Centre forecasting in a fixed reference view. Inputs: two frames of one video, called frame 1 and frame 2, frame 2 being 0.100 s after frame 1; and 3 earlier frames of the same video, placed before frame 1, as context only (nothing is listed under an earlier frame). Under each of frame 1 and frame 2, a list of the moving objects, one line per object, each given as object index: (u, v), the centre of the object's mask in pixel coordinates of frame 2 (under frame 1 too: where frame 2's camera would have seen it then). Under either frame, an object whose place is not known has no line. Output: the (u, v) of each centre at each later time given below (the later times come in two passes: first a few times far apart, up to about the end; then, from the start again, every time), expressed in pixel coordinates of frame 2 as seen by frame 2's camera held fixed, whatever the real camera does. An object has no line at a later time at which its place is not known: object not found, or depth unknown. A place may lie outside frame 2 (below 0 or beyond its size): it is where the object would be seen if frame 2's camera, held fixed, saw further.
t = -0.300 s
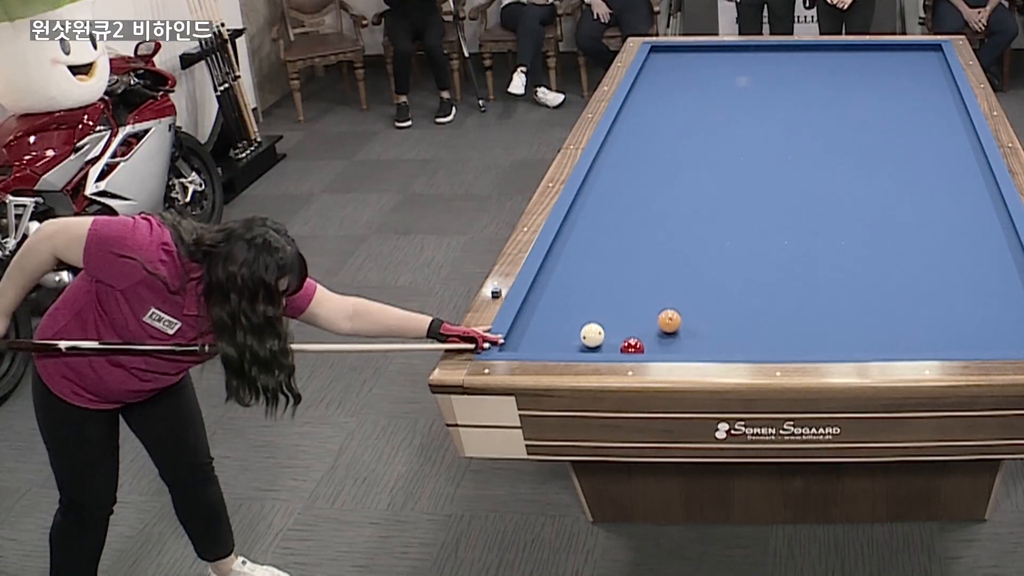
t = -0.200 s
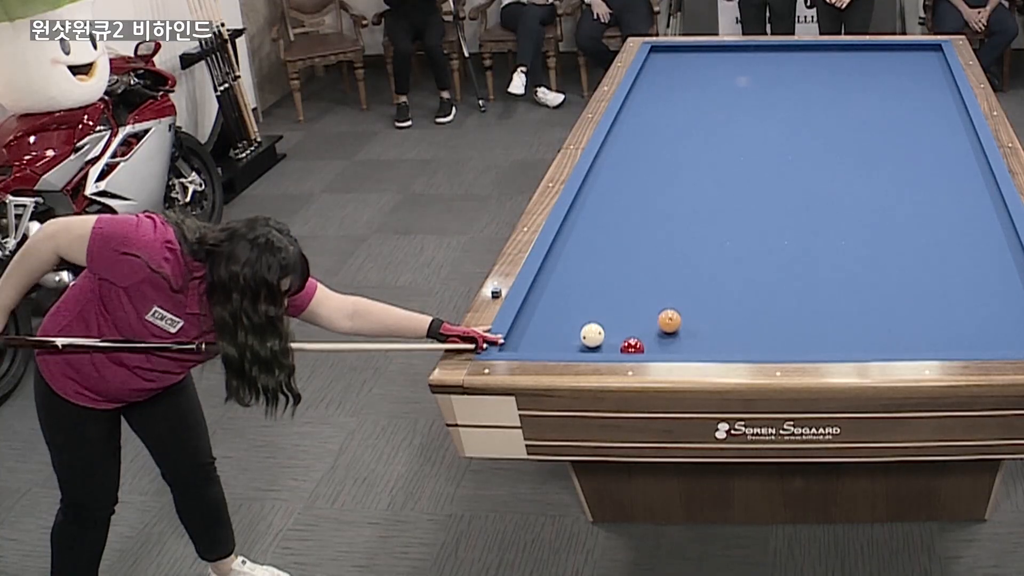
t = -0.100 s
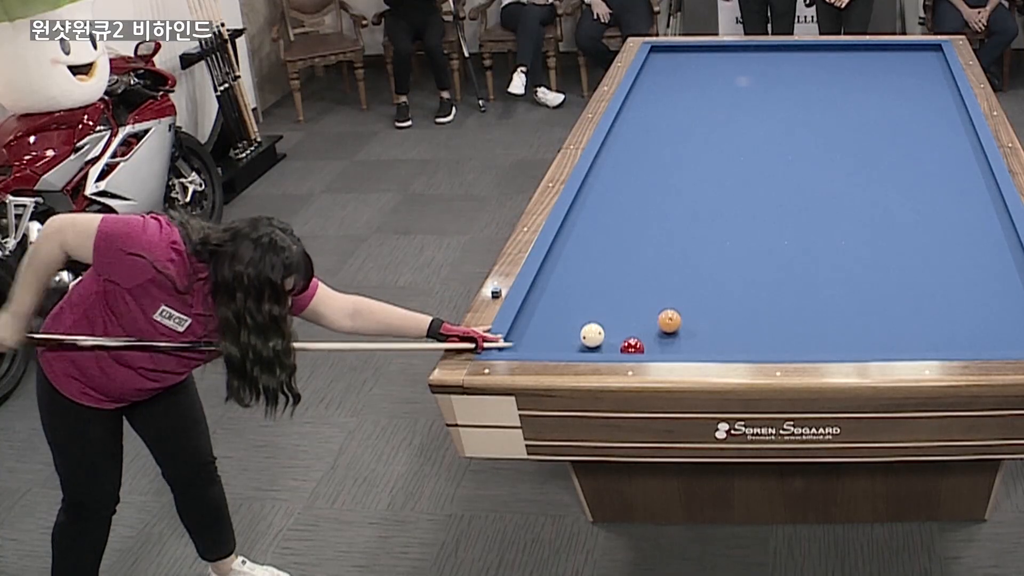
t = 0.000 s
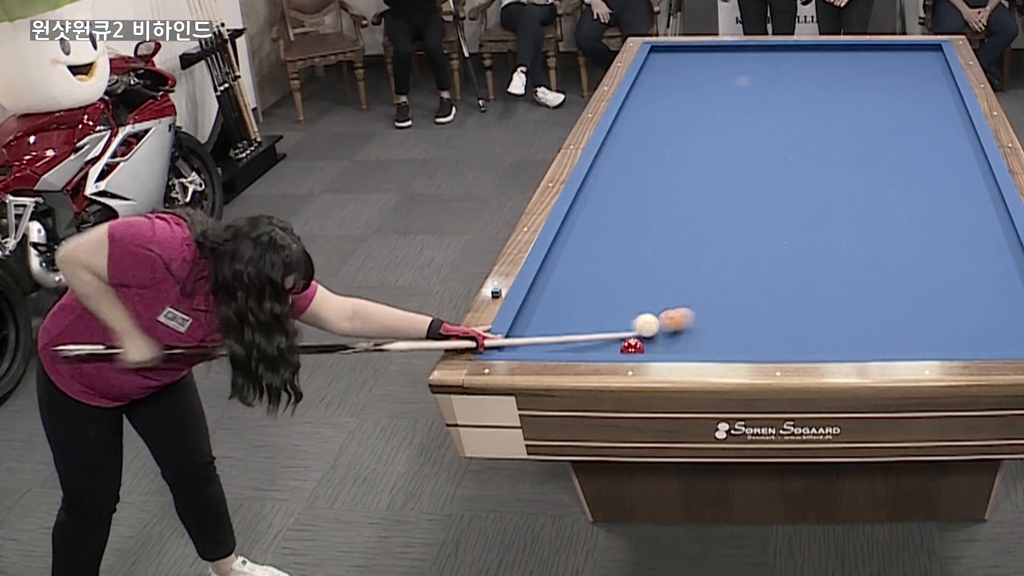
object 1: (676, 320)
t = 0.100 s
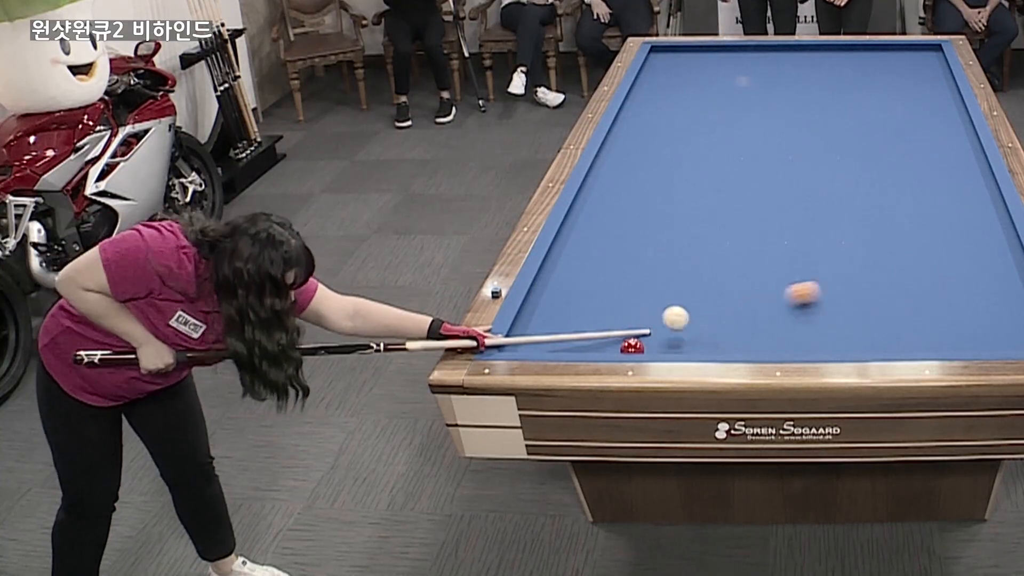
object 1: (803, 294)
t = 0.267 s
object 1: (982, 254)
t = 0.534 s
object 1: (841, 226)
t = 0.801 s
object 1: (687, 206)
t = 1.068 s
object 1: (604, 191)
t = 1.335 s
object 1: (694, 187)
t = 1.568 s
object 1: (752, 182)
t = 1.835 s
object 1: (816, 177)
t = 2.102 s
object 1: (878, 172)
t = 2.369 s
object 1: (937, 168)
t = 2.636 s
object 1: (971, 163)
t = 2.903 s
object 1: (936, 161)
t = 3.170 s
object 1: (904, 159)
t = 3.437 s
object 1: (873, 156)
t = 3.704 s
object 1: (842, 154)
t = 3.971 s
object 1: (813, 153)
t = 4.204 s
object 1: (789, 150)
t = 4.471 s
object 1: (763, 148)
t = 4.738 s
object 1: (737, 146)
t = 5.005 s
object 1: (713, 144)
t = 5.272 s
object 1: (690, 142)
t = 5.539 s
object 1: (668, 141)
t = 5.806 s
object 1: (647, 139)
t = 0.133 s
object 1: (842, 285)
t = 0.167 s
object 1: (880, 277)
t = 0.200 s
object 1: (916, 269)
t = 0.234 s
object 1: (950, 261)
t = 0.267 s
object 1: (982, 254)
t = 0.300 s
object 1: (1012, 247)
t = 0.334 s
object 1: (991, 243)
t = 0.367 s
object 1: (964, 241)
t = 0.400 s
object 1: (938, 238)
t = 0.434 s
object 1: (913, 234)
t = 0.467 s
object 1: (888, 232)
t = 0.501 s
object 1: (864, 229)
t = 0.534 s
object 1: (841, 226)
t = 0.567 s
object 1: (820, 224)
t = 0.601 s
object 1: (798, 221)
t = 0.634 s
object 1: (778, 219)
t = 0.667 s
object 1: (757, 216)
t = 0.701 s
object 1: (739, 213)
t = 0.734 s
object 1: (721, 211)
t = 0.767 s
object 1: (704, 209)
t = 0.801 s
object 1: (687, 206)
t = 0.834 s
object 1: (670, 204)
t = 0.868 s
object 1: (655, 202)
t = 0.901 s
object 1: (639, 199)
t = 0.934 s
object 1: (623, 197)
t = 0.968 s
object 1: (608, 195)
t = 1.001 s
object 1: (592, 193)
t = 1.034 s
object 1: (590, 191)
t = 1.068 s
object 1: (604, 191)
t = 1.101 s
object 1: (617, 190)
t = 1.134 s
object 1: (629, 190)
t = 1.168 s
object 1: (642, 189)
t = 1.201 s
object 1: (653, 189)
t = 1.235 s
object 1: (664, 188)
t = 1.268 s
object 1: (675, 188)
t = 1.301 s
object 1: (685, 187)
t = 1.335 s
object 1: (694, 187)
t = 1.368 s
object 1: (703, 186)
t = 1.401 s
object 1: (711, 185)
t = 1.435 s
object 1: (719, 185)
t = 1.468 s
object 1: (727, 184)
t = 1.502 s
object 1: (736, 183)
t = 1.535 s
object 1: (744, 183)
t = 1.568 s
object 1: (752, 182)
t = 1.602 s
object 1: (760, 181)
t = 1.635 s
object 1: (768, 181)
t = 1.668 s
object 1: (776, 180)
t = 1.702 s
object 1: (784, 180)
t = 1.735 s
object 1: (793, 179)
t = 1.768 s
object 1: (800, 178)
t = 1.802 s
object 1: (808, 178)
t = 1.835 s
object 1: (816, 177)
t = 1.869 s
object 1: (824, 176)
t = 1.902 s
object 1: (832, 176)
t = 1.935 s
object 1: (840, 175)
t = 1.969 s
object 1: (847, 175)
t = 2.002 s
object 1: (855, 174)
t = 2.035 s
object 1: (863, 174)
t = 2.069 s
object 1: (871, 173)
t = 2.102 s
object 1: (878, 172)
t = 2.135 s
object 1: (885, 172)
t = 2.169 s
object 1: (893, 171)
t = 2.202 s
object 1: (900, 170)
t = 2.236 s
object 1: (908, 170)
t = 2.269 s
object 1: (915, 169)
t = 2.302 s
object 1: (923, 169)
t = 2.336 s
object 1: (930, 168)
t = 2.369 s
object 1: (937, 168)
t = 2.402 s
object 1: (944, 167)
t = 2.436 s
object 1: (952, 166)
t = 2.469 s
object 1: (959, 166)
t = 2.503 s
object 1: (966, 165)
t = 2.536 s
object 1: (973, 165)
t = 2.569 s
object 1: (980, 164)
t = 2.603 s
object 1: (978, 164)
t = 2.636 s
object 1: (971, 163)
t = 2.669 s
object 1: (966, 163)
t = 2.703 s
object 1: (961, 163)
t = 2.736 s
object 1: (956, 162)
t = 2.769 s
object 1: (952, 162)
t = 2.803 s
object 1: (948, 162)
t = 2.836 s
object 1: (944, 161)
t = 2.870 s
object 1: (940, 161)
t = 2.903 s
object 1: (936, 161)
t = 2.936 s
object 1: (931, 161)
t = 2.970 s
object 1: (927, 160)
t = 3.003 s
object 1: (923, 160)
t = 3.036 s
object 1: (919, 160)
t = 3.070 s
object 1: (915, 160)
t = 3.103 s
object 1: (912, 159)
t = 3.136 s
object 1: (908, 159)
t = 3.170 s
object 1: (904, 159)
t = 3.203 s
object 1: (900, 158)
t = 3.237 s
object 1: (896, 158)
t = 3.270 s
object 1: (892, 158)
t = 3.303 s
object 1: (888, 157)
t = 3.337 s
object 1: (884, 157)
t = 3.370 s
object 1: (880, 157)
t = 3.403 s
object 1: (876, 157)
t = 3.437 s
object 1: (873, 156)
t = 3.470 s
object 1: (869, 156)
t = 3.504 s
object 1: (865, 156)
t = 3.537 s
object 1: (861, 156)
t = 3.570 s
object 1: (857, 155)
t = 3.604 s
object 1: (853, 155)
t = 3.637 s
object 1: (850, 155)
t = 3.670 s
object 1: (846, 155)
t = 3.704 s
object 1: (842, 154)
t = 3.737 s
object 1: (839, 154)
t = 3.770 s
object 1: (835, 154)
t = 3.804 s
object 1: (831, 154)
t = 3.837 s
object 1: (828, 154)
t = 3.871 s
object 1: (824, 153)
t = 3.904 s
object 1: (821, 153)
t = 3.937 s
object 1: (817, 153)
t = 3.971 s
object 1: (813, 153)
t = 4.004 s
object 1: (810, 152)
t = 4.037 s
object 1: (806, 152)
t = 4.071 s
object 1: (803, 152)
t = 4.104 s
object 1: (799, 151)
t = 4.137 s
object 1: (796, 151)
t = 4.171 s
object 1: (793, 151)
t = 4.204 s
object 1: (789, 150)
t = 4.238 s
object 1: (786, 150)
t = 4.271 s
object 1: (782, 150)
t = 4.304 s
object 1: (779, 149)
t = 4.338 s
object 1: (776, 149)
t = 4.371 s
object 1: (772, 149)
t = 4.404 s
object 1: (769, 149)
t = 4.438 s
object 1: (766, 148)
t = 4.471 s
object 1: (763, 148)
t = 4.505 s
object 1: (759, 148)
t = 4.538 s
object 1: (756, 148)
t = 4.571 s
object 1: (753, 147)
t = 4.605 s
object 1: (750, 147)
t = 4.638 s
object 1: (747, 147)
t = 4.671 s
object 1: (743, 147)
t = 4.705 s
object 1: (740, 147)
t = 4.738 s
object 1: (737, 146)
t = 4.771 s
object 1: (734, 146)
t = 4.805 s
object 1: (731, 146)
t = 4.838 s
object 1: (728, 146)
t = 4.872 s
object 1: (725, 145)
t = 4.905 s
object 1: (722, 145)
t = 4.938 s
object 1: (719, 145)
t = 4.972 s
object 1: (716, 144)
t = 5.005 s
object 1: (713, 144)
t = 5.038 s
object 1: (710, 144)
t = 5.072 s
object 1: (707, 144)
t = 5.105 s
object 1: (704, 144)
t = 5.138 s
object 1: (701, 144)
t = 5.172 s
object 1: (698, 143)
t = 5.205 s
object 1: (695, 143)
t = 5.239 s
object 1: (693, 143)
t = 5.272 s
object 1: (690, 142)
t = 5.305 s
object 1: (687, 142)
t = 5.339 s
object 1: (684, 142)
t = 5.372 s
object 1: (681, 142)
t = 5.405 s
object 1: (679, 142)
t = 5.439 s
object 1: (676, 141)
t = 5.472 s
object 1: (673, 141)
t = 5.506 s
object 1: (671, 141)
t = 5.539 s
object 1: (668, 141)
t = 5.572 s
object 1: (665, 141)
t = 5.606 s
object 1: (663, 140)
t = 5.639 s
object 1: (660, 140)
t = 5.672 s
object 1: (657, 140)
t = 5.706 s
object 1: (655, 140)
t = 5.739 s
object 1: (652, 140)
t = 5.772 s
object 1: (649, 139)
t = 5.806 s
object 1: (647, 139)
